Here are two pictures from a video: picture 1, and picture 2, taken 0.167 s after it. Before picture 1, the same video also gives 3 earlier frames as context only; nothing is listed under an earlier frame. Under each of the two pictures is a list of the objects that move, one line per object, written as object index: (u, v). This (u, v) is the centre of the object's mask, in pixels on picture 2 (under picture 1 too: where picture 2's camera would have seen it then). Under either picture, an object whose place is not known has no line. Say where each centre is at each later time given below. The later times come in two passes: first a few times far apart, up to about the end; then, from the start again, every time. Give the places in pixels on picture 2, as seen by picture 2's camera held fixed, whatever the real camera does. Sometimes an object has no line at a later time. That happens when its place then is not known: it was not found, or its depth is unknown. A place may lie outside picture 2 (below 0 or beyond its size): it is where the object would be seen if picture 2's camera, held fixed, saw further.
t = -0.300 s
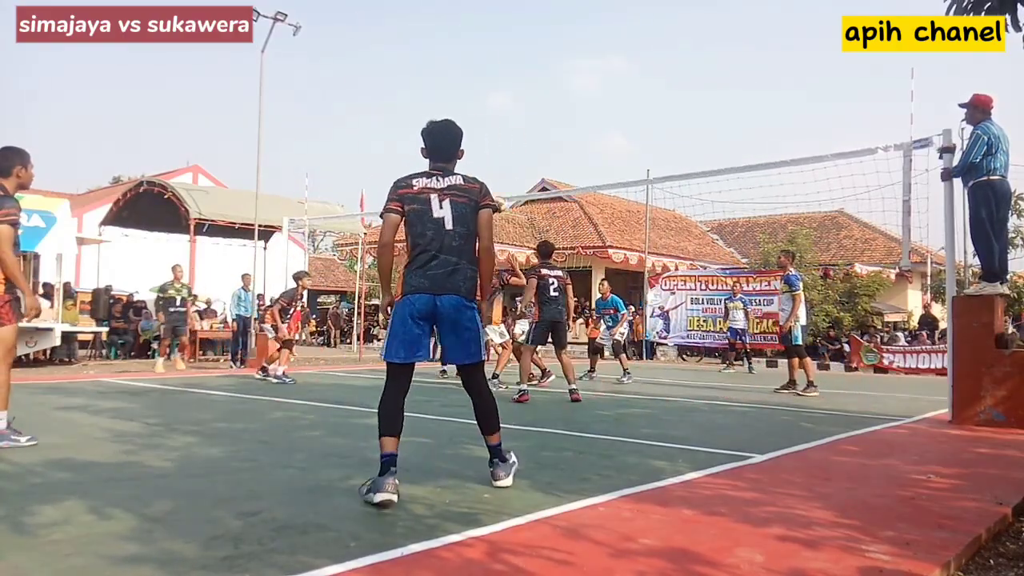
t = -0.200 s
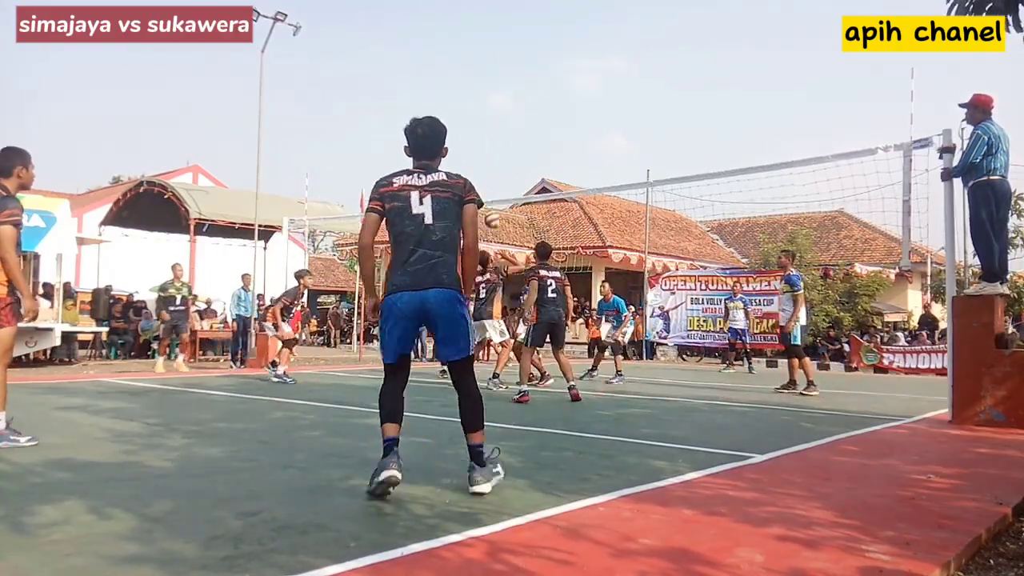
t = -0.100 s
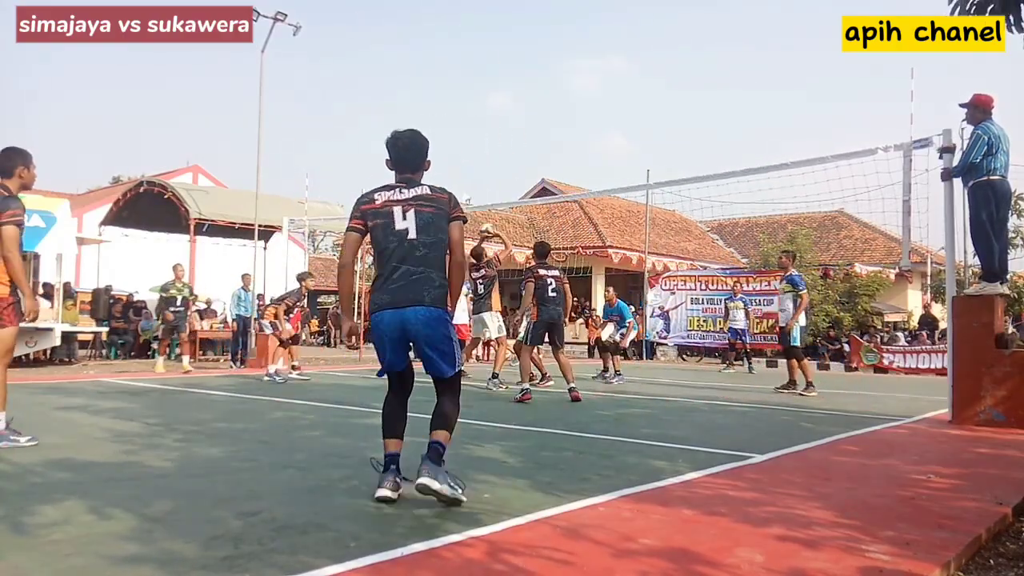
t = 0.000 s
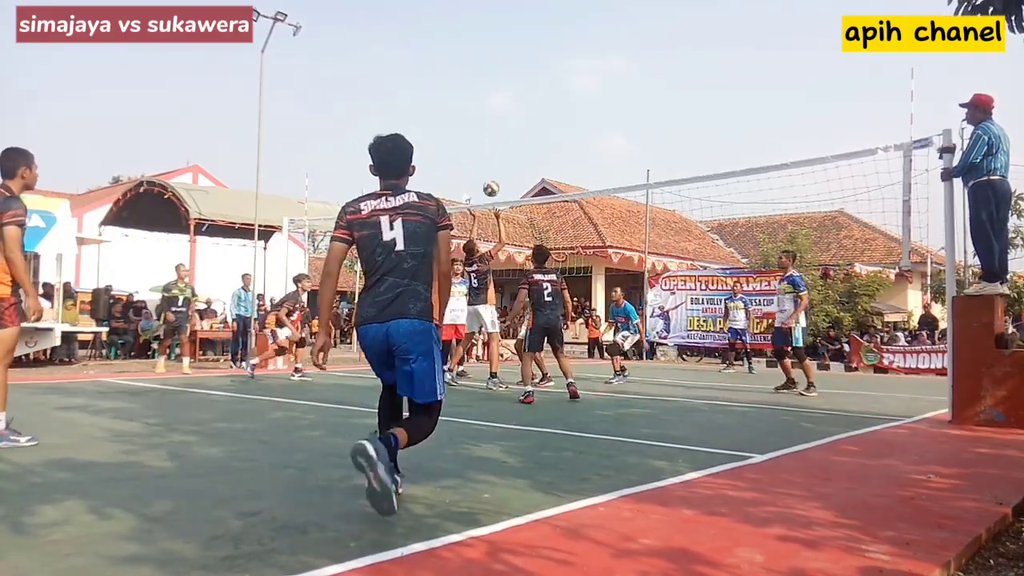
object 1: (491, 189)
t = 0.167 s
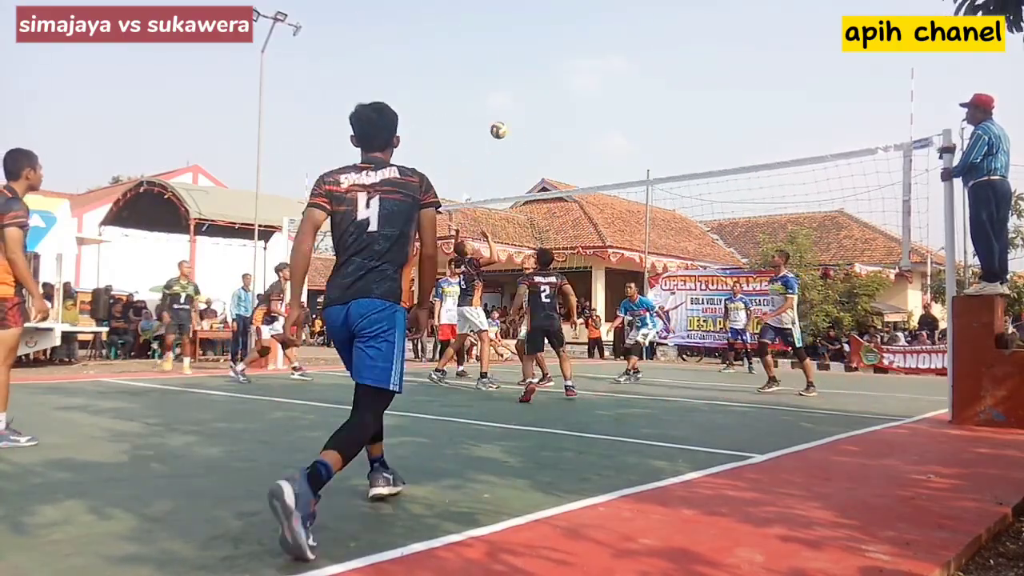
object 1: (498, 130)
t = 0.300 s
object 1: (505, 99)
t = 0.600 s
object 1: (518, 80)
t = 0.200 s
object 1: (500, 121)
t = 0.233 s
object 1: (501, 113)
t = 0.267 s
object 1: (503, 106)
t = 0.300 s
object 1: (505, 99)
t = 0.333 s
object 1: (506, 93)
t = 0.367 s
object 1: (507, 88)
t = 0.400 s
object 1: (509, 85)
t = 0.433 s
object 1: (510, 82)
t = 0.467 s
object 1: (512, 79)
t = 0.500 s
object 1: (513, 79)
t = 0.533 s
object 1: (515, 79)
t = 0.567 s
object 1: (517, 79)
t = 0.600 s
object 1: (518, 80)
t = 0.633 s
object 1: (520, 82)
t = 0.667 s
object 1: (522, 85)
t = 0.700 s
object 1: (523, 90)
